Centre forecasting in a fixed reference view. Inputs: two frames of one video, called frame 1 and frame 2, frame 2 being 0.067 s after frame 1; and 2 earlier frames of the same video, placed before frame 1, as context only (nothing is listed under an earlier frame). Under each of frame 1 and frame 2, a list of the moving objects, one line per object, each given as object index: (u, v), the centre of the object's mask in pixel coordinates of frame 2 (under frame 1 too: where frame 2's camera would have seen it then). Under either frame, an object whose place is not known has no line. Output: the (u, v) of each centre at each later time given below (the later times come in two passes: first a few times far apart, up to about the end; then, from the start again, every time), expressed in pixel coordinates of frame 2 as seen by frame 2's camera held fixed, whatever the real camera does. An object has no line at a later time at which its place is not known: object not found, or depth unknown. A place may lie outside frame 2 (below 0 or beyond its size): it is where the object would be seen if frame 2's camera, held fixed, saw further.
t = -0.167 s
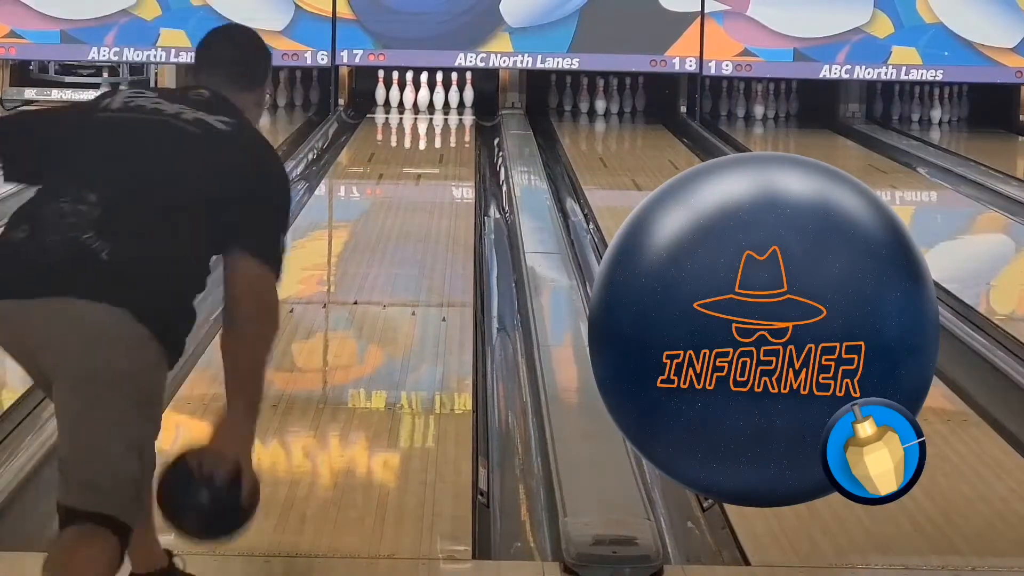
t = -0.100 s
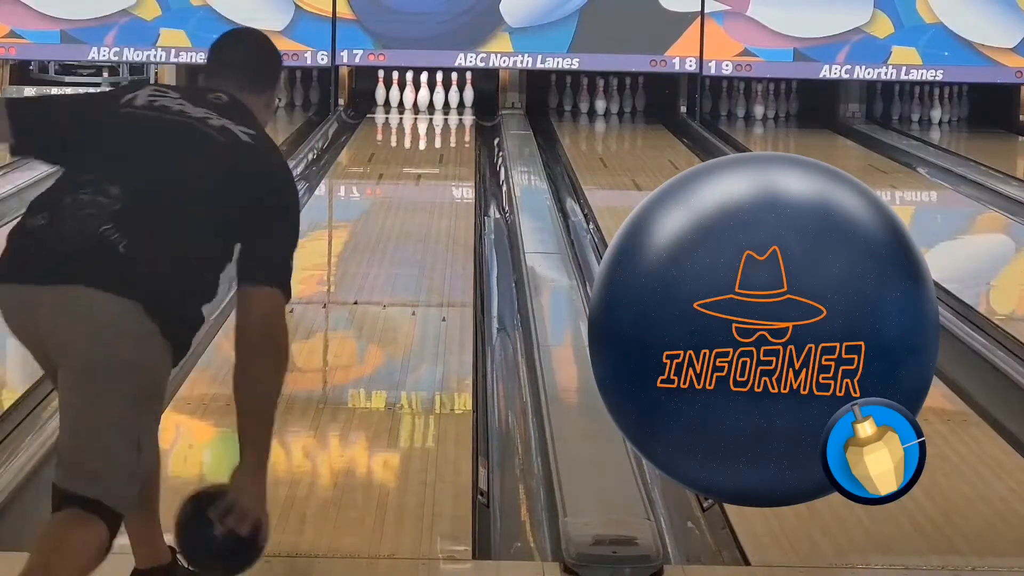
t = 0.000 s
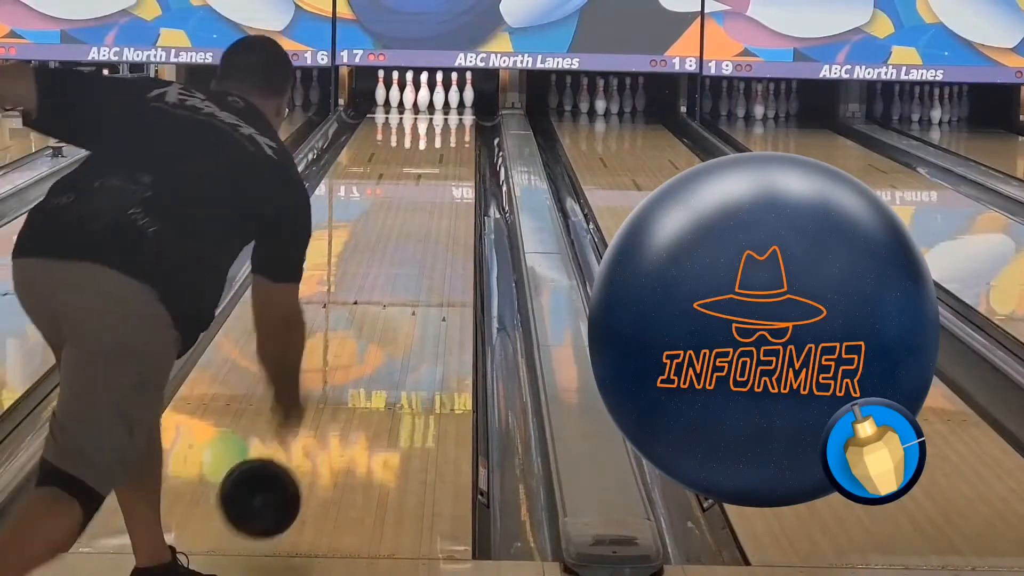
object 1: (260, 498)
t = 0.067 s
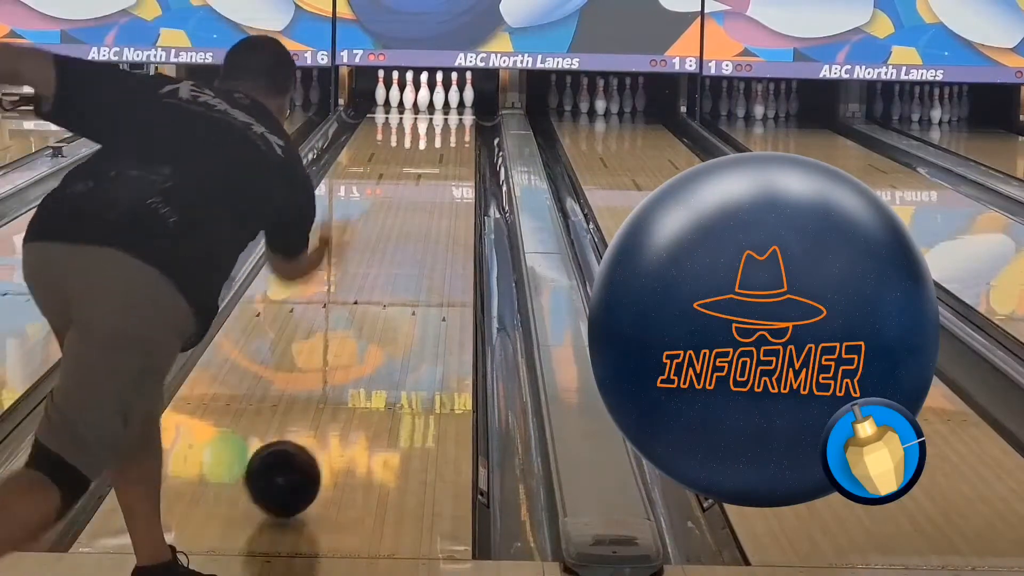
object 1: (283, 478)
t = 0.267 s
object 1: (334, 387)
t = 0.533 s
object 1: (378, 304)
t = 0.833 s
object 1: (410, 243)
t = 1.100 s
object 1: (429, 204)
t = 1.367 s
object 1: (442, 175)
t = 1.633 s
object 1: (451, 152)
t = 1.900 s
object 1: (455, 134)
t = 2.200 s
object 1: (450, 119)
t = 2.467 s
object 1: (439, 107)
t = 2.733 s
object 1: (430, 100)
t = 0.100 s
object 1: (293, 460)
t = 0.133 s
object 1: (303, 445)
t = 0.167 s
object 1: (312, 428)
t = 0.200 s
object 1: (320, 414)
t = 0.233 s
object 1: (327, 400)
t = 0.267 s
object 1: (334, 387)
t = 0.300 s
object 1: (341, 375)
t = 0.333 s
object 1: (347, 363)
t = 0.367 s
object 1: (353, 351)
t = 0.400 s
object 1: (359, 341)
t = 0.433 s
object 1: (364, 331)
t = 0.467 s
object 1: (369, 322)
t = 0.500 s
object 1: (374, 313)
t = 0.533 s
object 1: (378, 304)
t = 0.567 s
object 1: (383, 296)
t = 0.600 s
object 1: (387, 288)
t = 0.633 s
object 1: (390, 280)
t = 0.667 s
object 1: (394, 273)
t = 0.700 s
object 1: (398, 267)
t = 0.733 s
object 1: (401, 261)
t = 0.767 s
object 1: (404, 255)
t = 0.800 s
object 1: (407, 249)
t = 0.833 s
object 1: (410, 243)
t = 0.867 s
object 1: (413, 238)
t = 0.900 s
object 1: (416, 232)
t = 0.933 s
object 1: (418, 227)
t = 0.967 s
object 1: (421, 222)
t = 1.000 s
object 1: (423, 218)
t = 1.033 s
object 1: (425, 213)
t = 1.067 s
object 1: (427, 209)
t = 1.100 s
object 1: (429, 204)
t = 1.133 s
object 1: (431, 200)
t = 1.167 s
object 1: (433, 196)
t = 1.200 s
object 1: (435, 192)
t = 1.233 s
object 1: (436, 189)
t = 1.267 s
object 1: (438, 185)
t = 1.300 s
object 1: (439, 182)
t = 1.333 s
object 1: (441, 178)
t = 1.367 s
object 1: (442, 175)
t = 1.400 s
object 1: (444, 172)
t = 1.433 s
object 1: (445, 169)
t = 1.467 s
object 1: (446, 166)
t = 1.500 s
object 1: (447, 163)
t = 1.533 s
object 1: (448, 160)
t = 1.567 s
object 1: (449, 157)
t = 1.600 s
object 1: (450, 155)
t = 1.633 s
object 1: (451, 152)
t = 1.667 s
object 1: (451, 150)
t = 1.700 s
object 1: (452, 148)
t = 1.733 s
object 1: (453, 145)
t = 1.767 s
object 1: (453, 143)
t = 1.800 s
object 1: (454, 141)
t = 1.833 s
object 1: (454, 139)
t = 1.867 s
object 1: (454, 136)
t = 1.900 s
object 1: (455, 134)
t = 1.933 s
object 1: (454, 133)
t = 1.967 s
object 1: (454, 131)
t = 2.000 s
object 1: (454, 129)
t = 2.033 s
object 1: (453, 127)
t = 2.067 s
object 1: (453, 125)
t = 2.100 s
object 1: (453, 123)
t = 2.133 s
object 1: (452, 122)
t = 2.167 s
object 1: (451, 121)
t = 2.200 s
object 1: (450, 119)
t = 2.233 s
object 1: (449, 117)
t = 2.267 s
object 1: (448, 116)
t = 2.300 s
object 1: (446, 114)
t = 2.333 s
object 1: (445, 113)
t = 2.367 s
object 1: (444, 111)
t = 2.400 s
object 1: (442, 110)
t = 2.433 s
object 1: (441, 109)
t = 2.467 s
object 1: (439, 107)
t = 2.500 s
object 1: (437, 106)
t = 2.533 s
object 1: (435, 105)
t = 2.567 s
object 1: (433, 104)
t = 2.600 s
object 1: (431, 103)
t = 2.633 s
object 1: (430, 102)
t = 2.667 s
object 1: (431, 101)
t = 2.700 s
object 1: (431, 101)
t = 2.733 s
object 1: (430, 100)
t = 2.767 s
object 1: (429, 99)
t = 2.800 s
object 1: (430, 99)
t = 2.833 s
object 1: (430, 98)
